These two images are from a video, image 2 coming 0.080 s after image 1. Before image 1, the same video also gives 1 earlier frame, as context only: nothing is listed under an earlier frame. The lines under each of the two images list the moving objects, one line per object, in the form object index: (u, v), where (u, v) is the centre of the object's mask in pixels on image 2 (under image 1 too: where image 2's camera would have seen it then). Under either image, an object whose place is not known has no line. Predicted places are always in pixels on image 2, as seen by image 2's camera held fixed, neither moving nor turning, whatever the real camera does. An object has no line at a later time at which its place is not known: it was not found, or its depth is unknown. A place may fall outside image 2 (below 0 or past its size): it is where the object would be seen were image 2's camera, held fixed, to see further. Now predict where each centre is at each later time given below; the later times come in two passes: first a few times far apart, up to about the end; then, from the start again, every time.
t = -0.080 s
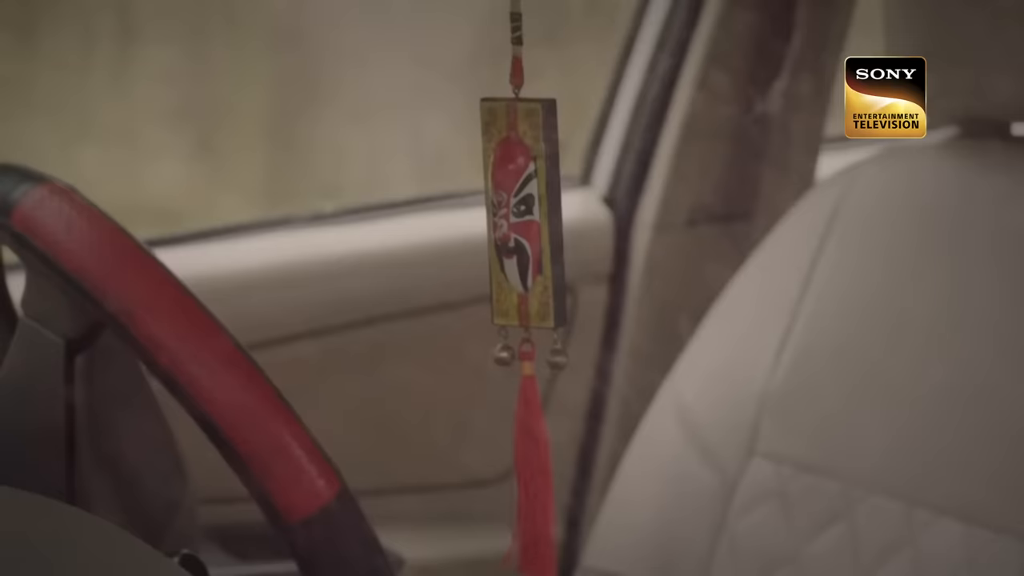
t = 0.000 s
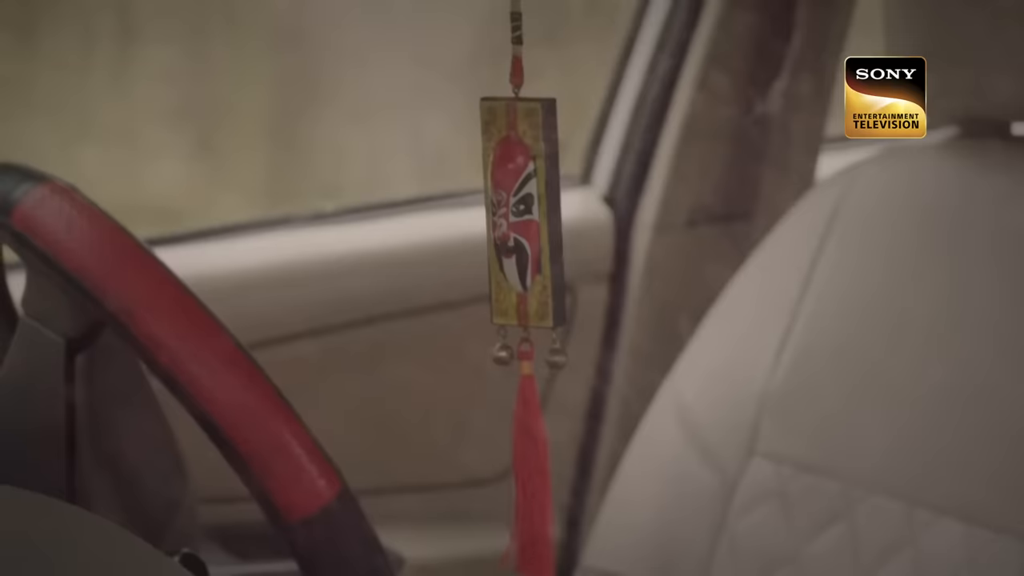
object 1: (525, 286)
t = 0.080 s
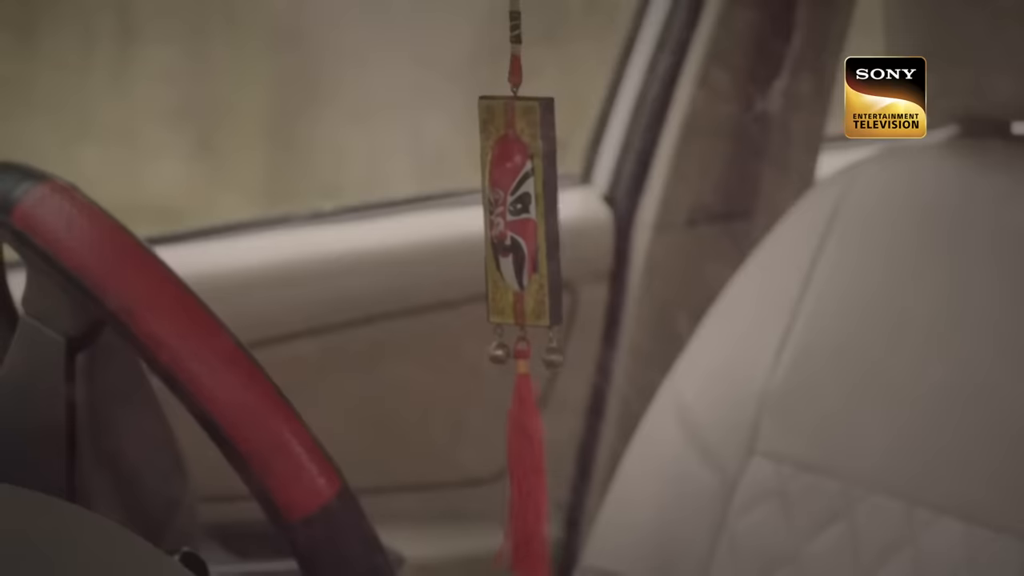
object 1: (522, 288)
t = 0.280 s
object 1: (511, 286)
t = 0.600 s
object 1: (505, 286)
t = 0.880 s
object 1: (521, 286)
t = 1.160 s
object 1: (531, 286)
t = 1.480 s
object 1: (519, 286)
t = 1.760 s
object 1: (507, 286)
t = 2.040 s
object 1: (516, 284)
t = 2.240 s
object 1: (527, 283)
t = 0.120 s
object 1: (520, 289)
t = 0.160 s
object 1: (518, 286)
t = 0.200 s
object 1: (516, 286)
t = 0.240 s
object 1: (513, 286)
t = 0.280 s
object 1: (511, 286)
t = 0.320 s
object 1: (509, 286)
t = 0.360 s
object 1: (507, 287)
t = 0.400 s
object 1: (505, 286)
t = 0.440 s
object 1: (504, 286)
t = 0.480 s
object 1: (504, 287)
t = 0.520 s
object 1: (504, 287)
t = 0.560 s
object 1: (504, 287)
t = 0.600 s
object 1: (505, 286)
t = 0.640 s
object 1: (507, 285)
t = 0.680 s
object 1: (508, 285)
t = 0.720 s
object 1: (510, 284)
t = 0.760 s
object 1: (511, 280)
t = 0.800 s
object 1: (515, 283)
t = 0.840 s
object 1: (518, 284)
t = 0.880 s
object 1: (521, 286)
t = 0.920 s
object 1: (523, 288)
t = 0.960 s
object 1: (525, 287)
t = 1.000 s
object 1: (527, 286)
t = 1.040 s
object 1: (528, 284)
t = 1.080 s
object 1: (530, 286)
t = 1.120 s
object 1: (531, 286)
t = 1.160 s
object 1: (531, 286)
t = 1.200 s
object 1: (531, 287)
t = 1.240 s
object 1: (530, 287)
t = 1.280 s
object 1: (529, 288)
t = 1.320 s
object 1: (528, 286)
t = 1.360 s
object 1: (525, 286)
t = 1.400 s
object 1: (523, 286)
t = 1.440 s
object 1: (521, 286)
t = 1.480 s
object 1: (519, 286)
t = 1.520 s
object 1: (516, 286)
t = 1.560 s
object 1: (514, 286)
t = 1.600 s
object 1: (512, 287)
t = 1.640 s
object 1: (511, 286)
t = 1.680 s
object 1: (509, 286)
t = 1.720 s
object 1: (508, 286)
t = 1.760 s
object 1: (507, 286)
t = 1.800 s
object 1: (507, 287)
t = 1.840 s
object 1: (508, 286)
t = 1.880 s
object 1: (509, 285)
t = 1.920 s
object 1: (510, 285)
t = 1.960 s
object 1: (511, 285)
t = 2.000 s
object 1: (513, 284)
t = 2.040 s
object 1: (516, 284)
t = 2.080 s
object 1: (518, 284)
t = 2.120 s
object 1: (520, 284)
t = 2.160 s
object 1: (523, 284)
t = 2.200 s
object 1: (525, 283)
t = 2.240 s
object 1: (527, 283)
